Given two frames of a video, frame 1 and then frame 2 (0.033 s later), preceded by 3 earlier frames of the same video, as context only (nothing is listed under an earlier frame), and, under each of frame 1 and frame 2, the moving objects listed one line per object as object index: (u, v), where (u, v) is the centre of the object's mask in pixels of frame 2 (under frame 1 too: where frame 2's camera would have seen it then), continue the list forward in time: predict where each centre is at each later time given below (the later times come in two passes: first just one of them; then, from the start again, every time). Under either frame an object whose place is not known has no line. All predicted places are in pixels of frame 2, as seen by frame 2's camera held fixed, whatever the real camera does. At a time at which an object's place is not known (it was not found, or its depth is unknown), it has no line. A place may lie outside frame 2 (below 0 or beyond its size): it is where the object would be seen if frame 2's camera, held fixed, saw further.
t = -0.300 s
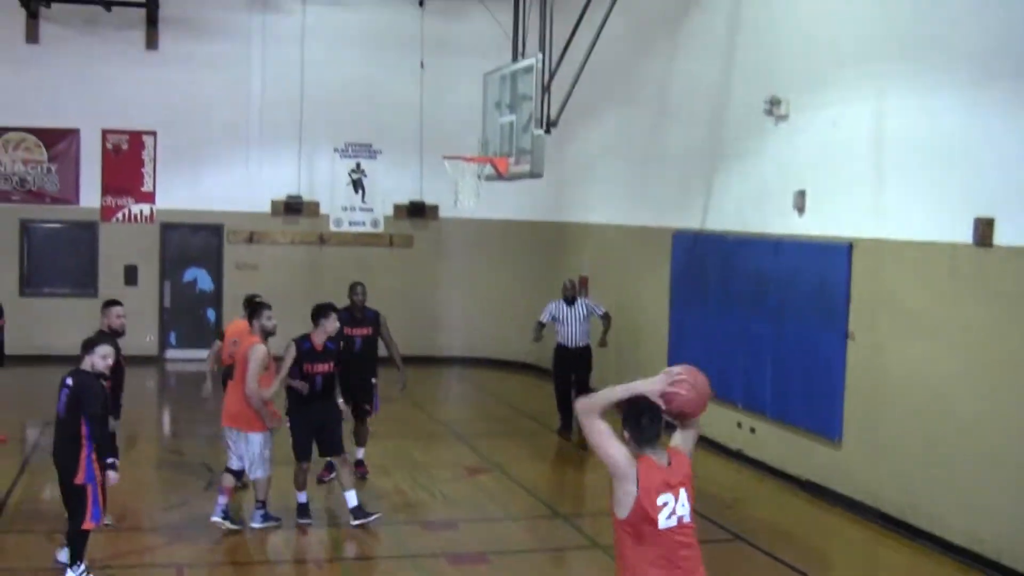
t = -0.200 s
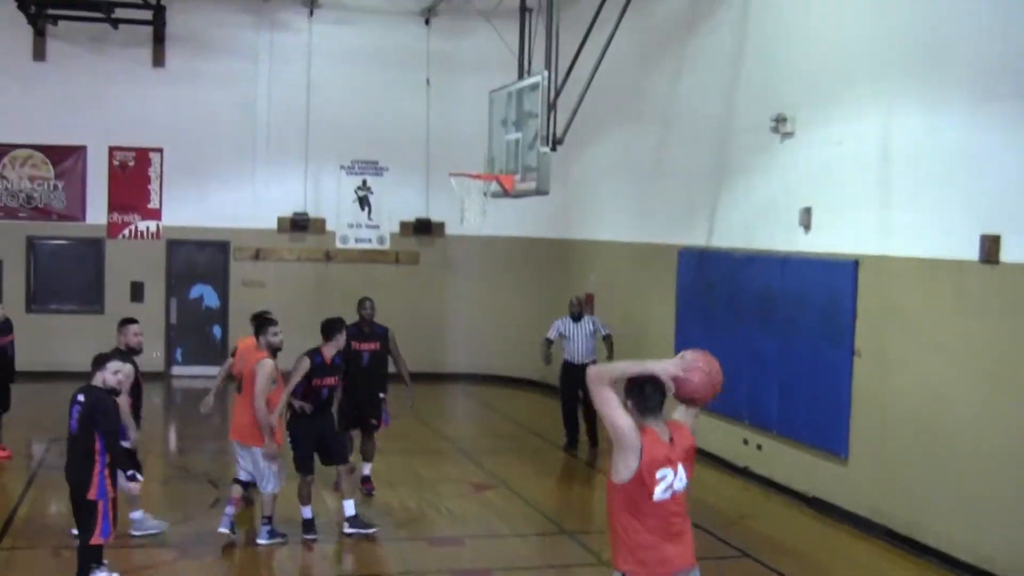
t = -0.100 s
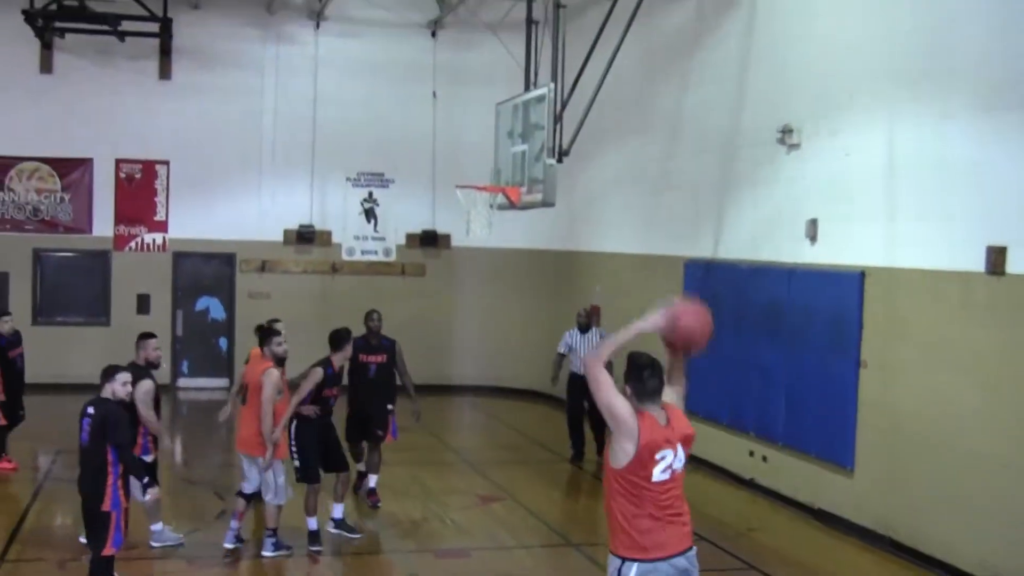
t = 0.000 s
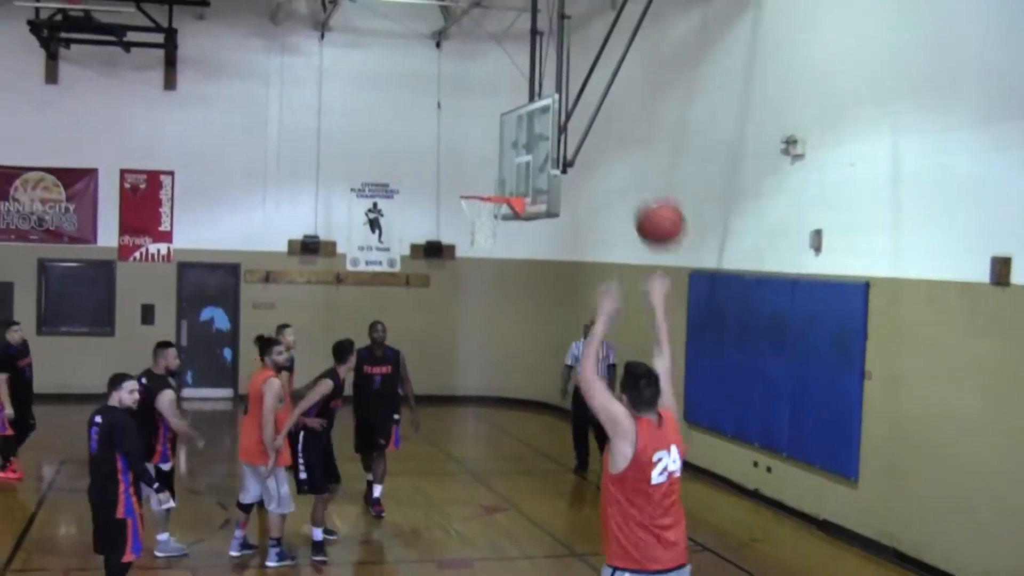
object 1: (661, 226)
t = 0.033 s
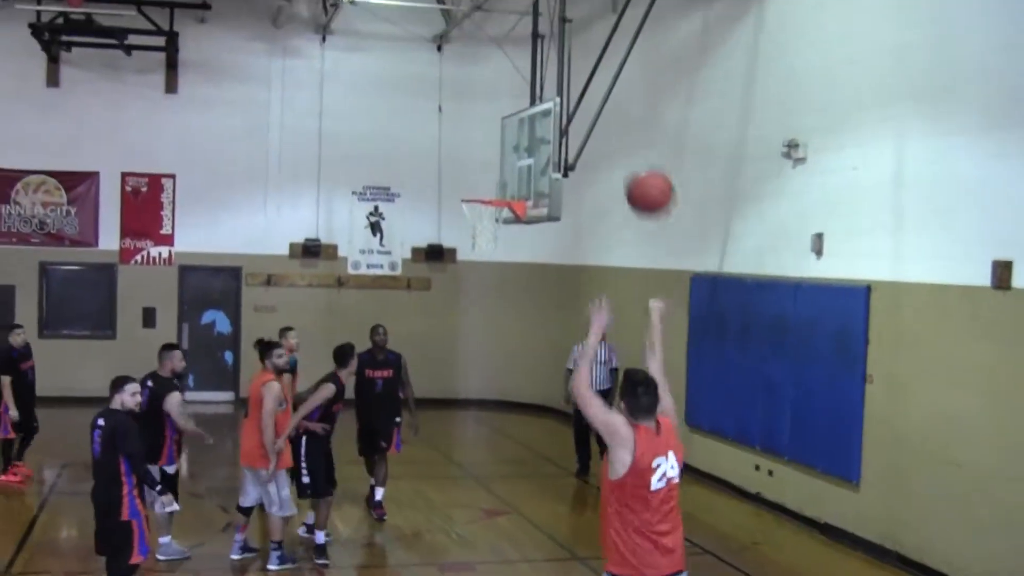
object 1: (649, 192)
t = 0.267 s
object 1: (583, 54)
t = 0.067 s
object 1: (638, 161)
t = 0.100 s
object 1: (628, 135)
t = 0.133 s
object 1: (618, 113)
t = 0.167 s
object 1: (608, 95)
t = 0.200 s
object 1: (599, 78)
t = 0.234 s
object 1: (590, 65)
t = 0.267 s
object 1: (583, 54)
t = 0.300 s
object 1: (574, 45)
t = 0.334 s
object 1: (567, 39)
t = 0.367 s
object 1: (559, 34)
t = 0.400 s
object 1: (552, 31)
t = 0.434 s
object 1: (545, 30)
